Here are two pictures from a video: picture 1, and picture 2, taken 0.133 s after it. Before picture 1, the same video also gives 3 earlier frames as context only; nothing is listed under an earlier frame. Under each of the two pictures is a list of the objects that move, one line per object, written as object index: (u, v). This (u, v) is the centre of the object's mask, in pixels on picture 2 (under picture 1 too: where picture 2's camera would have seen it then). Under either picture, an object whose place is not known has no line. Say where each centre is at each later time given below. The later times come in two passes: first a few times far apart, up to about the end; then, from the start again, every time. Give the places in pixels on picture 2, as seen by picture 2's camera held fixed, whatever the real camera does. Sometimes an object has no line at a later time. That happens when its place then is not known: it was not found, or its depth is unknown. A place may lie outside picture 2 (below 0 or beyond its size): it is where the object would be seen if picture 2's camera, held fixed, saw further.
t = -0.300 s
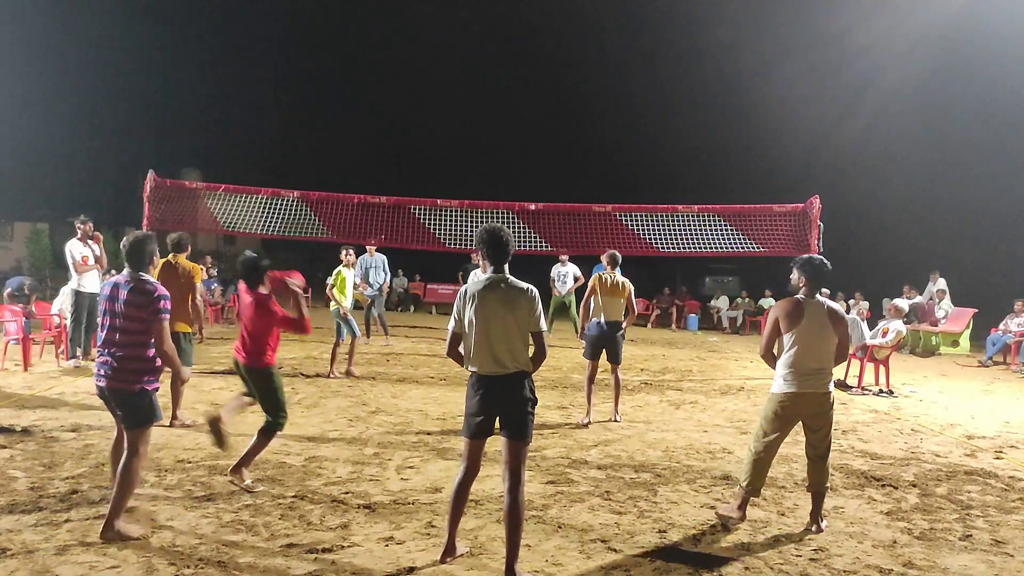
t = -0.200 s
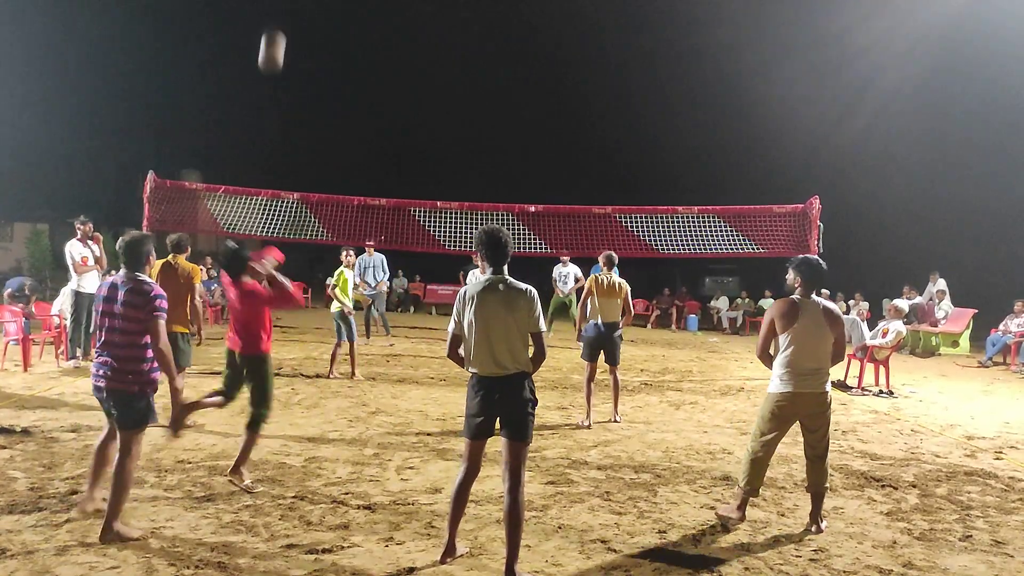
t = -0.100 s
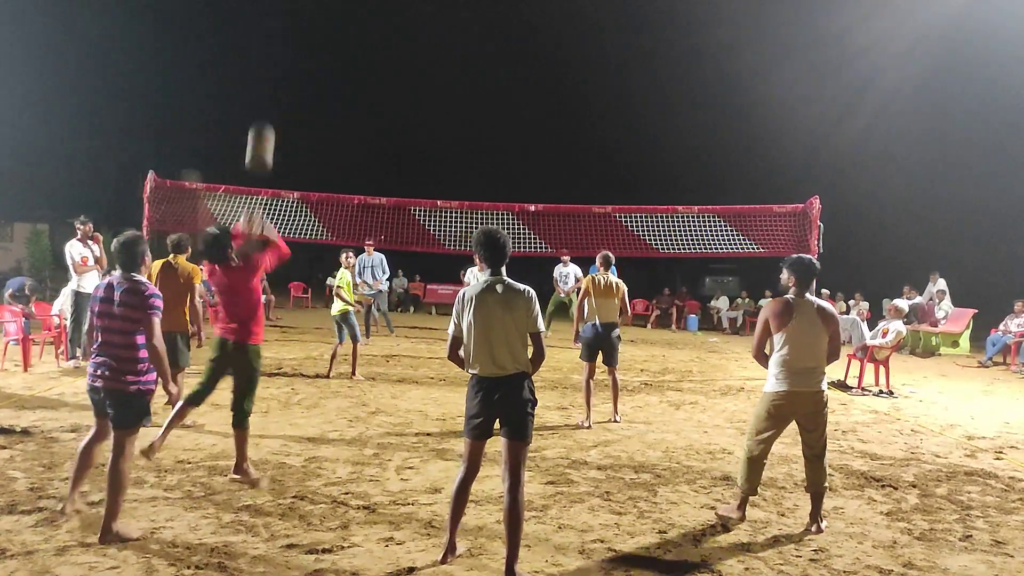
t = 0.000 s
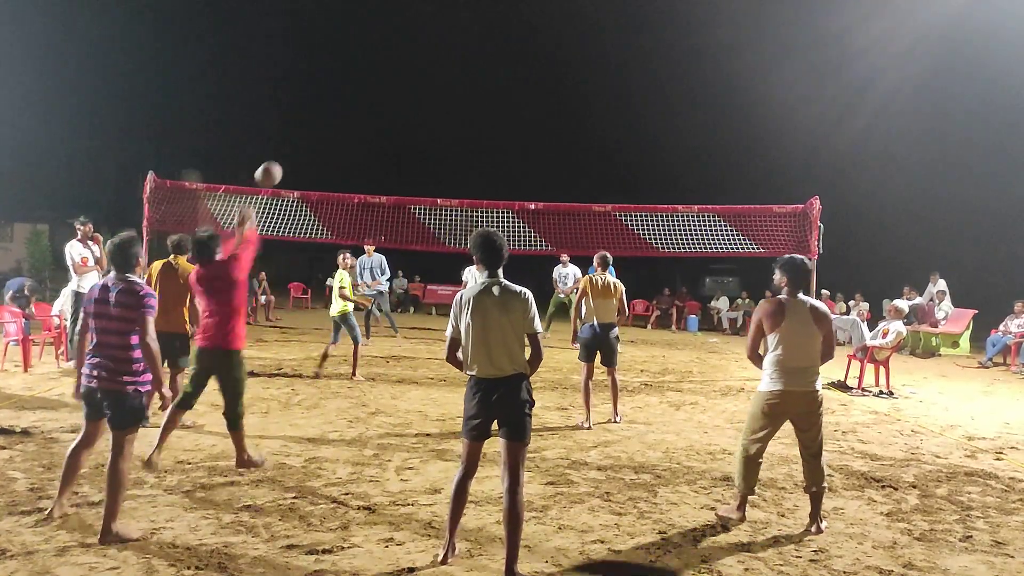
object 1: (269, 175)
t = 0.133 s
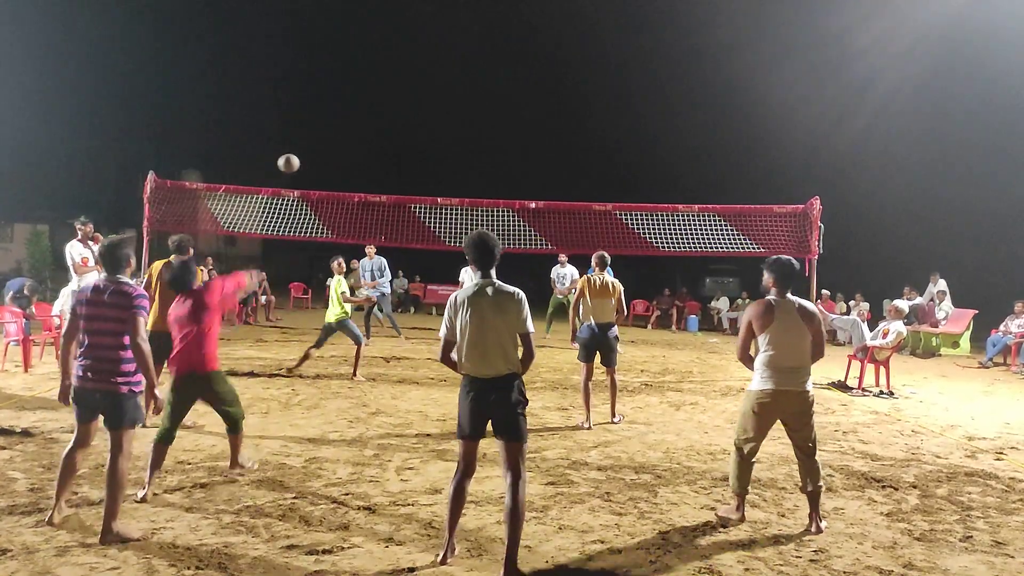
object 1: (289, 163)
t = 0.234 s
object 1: (298, 170)
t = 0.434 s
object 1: (309, 197)
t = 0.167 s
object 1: (292, 165)
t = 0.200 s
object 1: (295, 167)
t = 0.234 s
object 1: (298, 170)
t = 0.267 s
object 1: (301, 174)
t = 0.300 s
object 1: (304, 179)
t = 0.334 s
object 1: (306, 184)
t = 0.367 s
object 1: (308, 190)
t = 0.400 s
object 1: (310, 196)
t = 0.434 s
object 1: (309, 197)
